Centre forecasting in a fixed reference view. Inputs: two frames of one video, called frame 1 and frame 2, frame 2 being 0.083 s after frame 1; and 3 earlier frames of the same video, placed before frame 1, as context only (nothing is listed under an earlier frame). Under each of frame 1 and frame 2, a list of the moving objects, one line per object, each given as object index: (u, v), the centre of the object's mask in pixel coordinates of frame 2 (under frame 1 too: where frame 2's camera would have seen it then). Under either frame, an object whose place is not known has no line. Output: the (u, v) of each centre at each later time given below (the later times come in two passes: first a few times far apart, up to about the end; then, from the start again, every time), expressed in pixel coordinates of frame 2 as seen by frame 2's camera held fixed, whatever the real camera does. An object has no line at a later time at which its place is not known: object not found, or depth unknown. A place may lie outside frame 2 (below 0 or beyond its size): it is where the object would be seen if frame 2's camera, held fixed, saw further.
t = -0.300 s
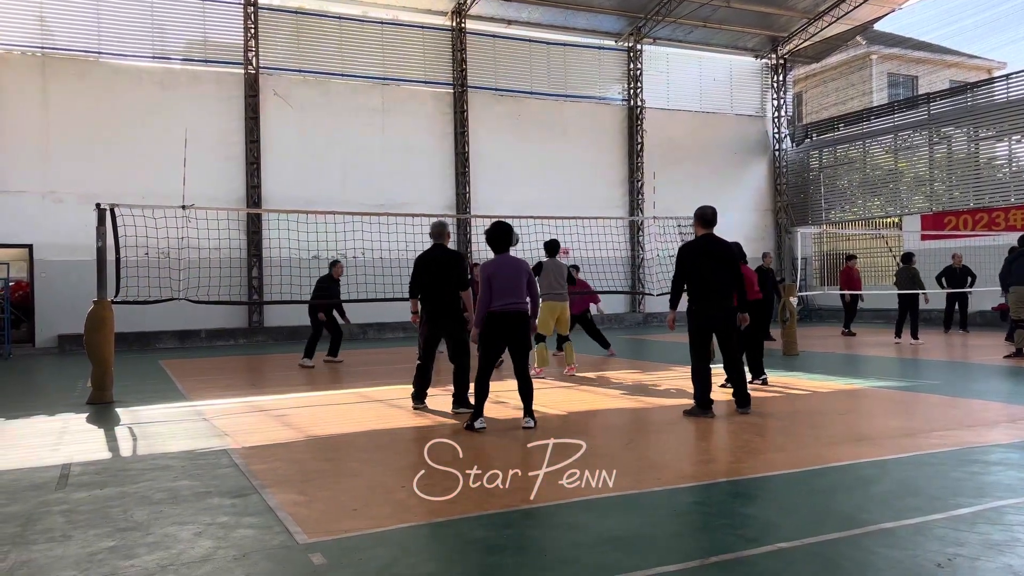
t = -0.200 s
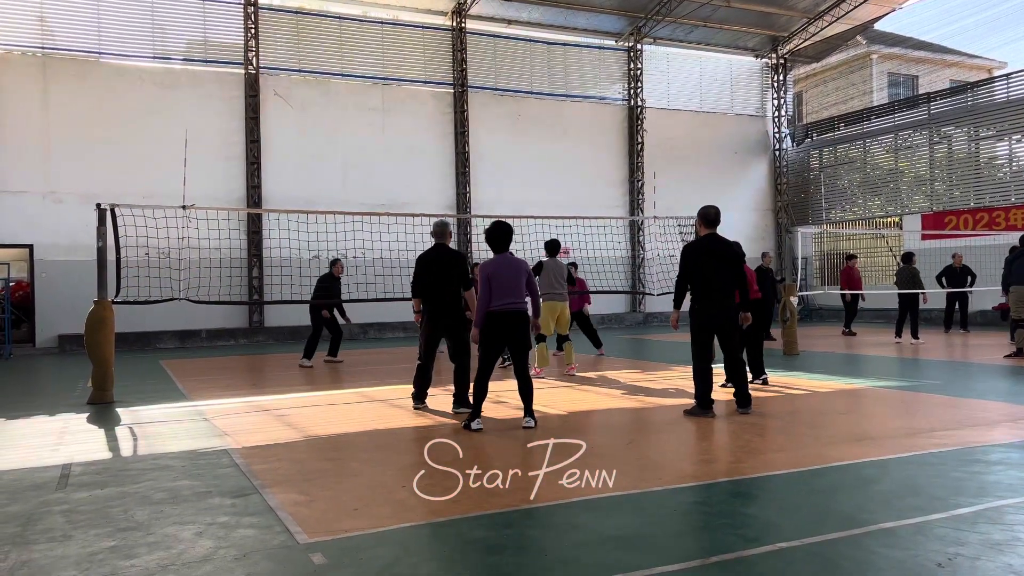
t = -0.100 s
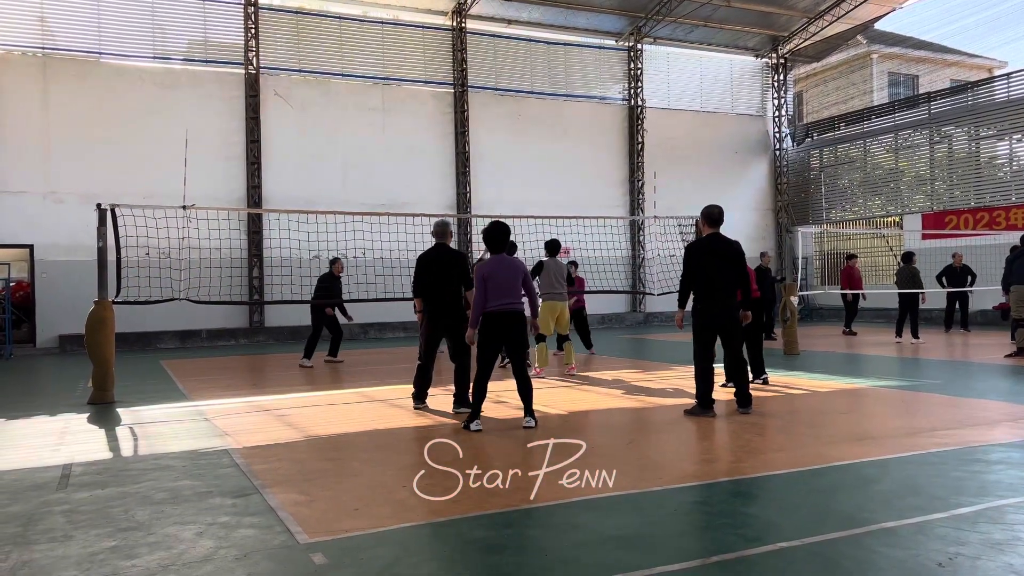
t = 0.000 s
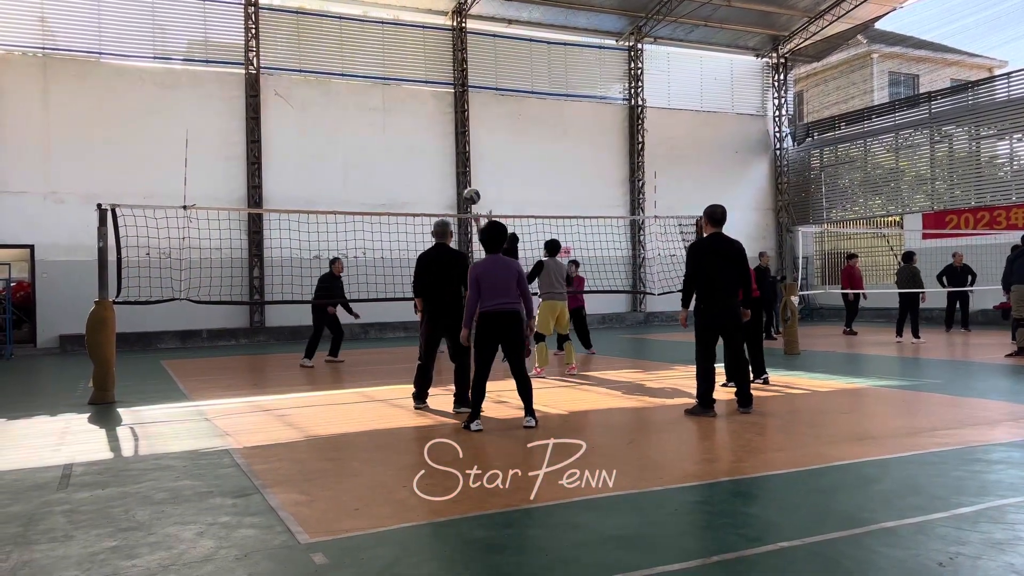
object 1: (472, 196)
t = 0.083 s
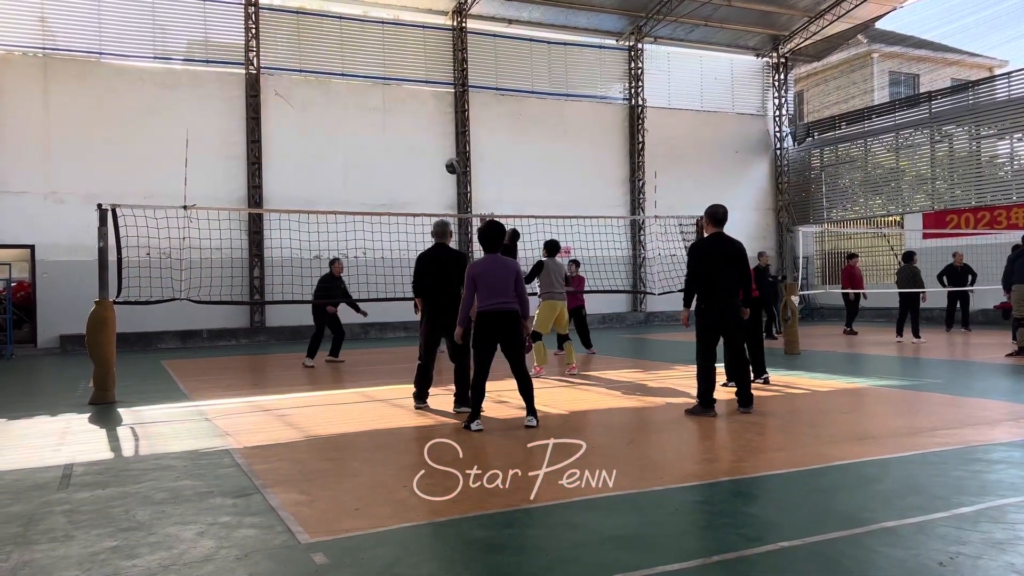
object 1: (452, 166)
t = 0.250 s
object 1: (419, 122)
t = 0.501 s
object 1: (372, 95)
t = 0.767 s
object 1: (327, 114)
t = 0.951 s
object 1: (300, 152)
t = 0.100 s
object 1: (449, 161)
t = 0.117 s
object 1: (446, 155)
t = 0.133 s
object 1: (443, 150)
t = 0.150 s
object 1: (440, 145)
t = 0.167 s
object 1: (436, 141)
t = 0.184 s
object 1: (433, 137)
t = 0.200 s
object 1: (429, 132)
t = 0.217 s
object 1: (426, 128)
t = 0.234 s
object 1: (423, 125)
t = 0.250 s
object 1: (419, 122)
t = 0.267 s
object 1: (416, 118)
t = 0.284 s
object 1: (413, 115)
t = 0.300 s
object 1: (409, 112)
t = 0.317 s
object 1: (406, 110)
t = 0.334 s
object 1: (403, 108)
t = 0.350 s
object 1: (400, 105)
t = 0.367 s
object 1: (397, 103)
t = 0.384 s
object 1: (394, 102)
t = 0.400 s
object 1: (390, 100)
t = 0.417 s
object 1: (387, 99)
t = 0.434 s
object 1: (384, 98)
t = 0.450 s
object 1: (381, 97)
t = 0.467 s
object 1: (378, 96)
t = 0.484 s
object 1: (375, 95)
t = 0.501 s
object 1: (372, 95)
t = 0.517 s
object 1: (369, 95)
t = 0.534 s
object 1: (366, 95)
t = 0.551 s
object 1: (363, 95)
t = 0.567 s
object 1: (360, 95)
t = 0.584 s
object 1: (358, 96)
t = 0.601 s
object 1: (355, 97)
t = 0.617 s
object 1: (352, 98)
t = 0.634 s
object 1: (349, 99)
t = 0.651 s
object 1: (346, 100)
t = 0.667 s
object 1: (343, 101)
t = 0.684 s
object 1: (341, 103)
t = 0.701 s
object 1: (338, 105)
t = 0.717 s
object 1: (335, 107)
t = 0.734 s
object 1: (333, 109)
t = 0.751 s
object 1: (330, 111)
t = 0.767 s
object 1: (327, 114)
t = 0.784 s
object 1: (325, 116)
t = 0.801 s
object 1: (322, 119)
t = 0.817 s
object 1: (320, 122)
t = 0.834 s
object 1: (317, 125)
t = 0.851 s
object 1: (314, 129)
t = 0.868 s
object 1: (312, 132)
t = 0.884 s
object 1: (310, 136)
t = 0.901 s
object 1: (307, 139)
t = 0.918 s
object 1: (305, 144)
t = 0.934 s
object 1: (303, 148)
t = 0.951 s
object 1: (300, 152)
